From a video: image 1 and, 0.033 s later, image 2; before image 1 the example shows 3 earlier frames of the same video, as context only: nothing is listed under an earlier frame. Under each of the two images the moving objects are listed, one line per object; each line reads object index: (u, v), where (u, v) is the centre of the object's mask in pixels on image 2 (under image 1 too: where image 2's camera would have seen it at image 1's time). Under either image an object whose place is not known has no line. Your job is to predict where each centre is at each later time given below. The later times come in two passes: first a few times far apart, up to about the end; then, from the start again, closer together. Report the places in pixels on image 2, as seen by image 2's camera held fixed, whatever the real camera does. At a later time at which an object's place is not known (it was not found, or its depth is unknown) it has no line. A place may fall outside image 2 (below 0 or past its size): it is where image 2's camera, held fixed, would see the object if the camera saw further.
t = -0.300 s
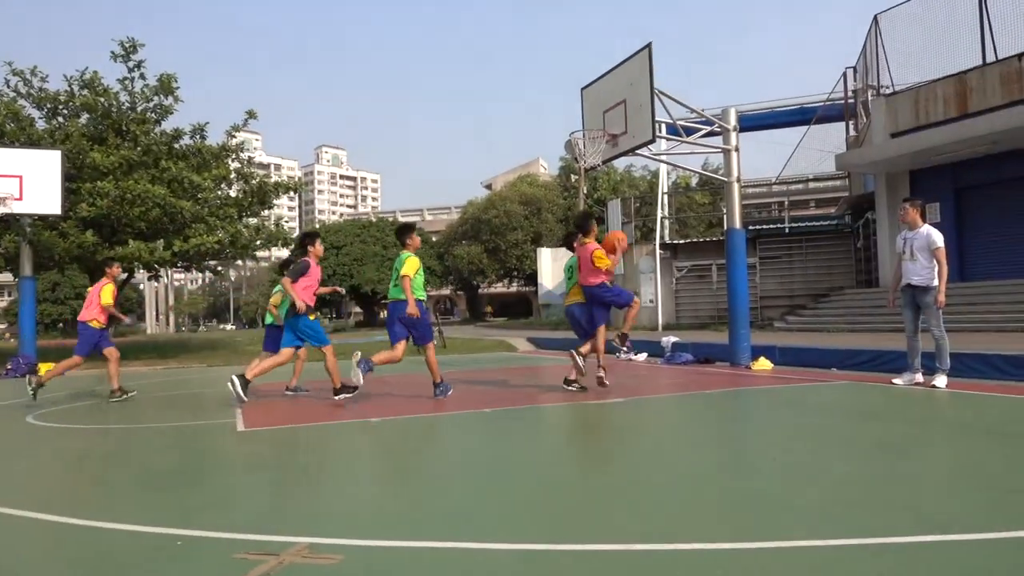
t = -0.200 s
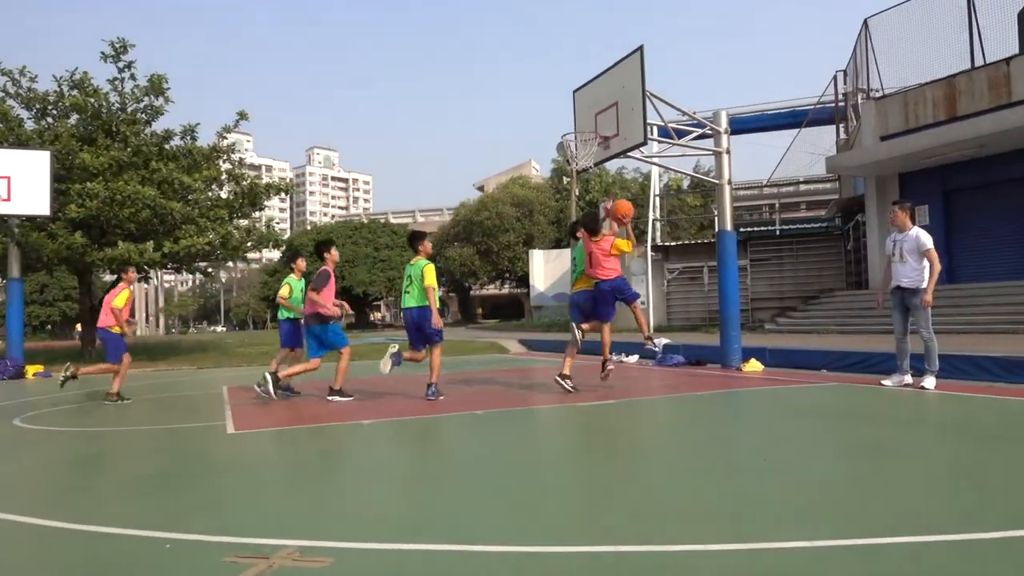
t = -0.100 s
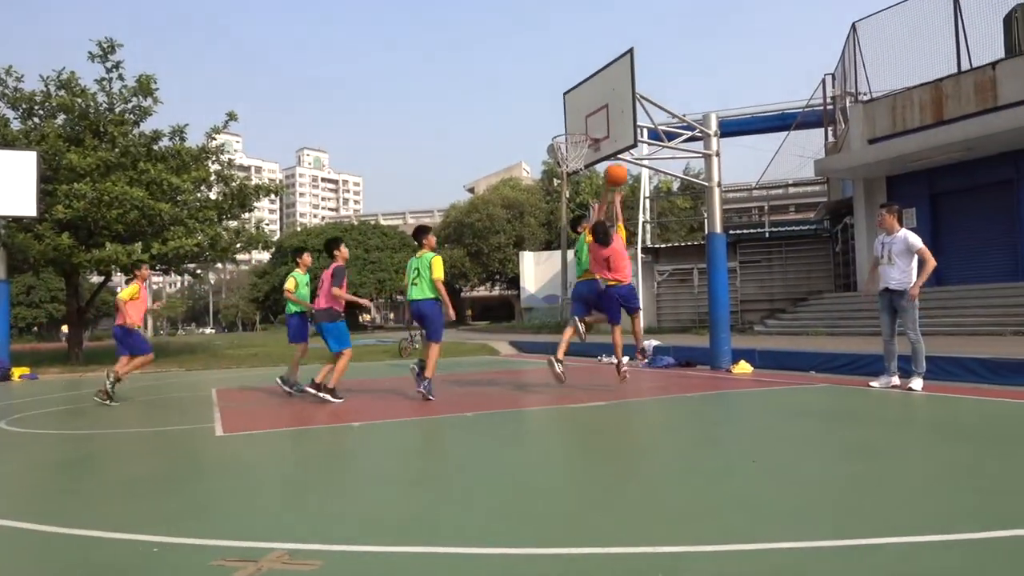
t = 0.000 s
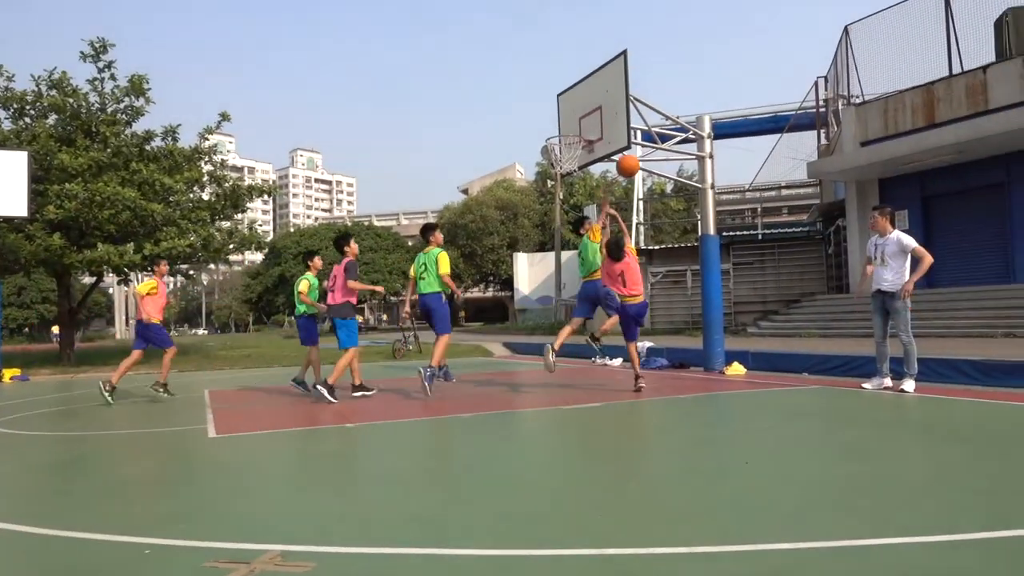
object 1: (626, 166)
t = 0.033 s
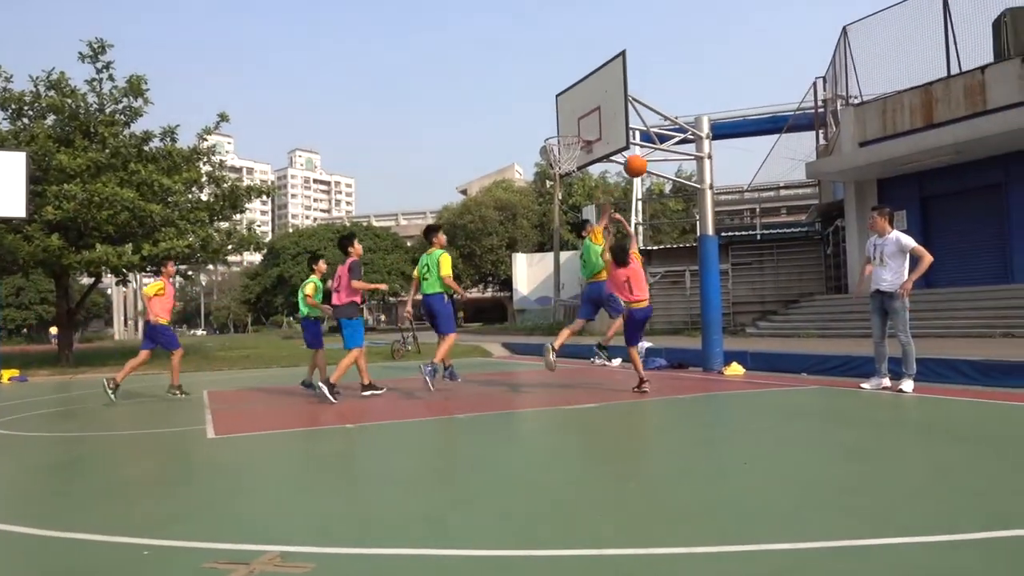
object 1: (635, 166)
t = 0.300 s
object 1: (708, 198)
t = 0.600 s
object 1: (791, 315)
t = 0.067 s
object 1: (644, 166)
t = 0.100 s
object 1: (654, 167)
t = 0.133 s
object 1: (662, 170)
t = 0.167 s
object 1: (672, 174)
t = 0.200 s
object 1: (680, 178)
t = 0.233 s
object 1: (690, 184)
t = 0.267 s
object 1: (699, 191)
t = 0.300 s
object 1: (708, 198)
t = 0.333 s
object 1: (717, 208)
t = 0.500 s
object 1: (763, 267)
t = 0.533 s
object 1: (772, 282)
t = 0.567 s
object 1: (782, 297)
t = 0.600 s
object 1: (791, 315)
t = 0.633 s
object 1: (800, 334)
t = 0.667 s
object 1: (809, 353)
